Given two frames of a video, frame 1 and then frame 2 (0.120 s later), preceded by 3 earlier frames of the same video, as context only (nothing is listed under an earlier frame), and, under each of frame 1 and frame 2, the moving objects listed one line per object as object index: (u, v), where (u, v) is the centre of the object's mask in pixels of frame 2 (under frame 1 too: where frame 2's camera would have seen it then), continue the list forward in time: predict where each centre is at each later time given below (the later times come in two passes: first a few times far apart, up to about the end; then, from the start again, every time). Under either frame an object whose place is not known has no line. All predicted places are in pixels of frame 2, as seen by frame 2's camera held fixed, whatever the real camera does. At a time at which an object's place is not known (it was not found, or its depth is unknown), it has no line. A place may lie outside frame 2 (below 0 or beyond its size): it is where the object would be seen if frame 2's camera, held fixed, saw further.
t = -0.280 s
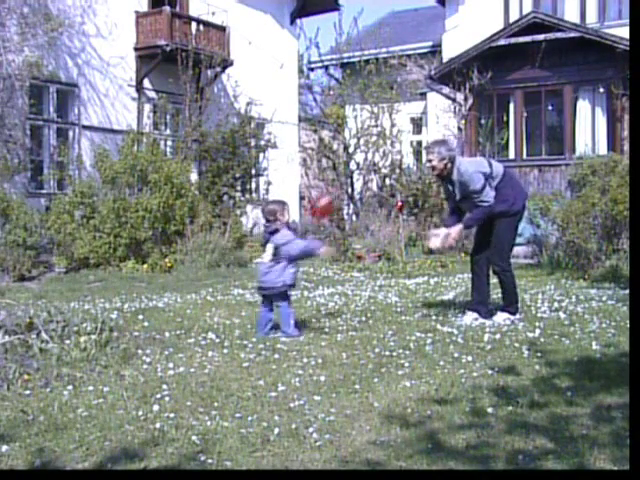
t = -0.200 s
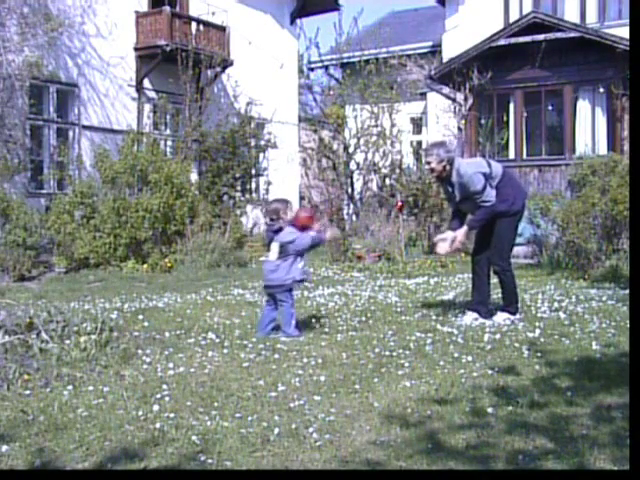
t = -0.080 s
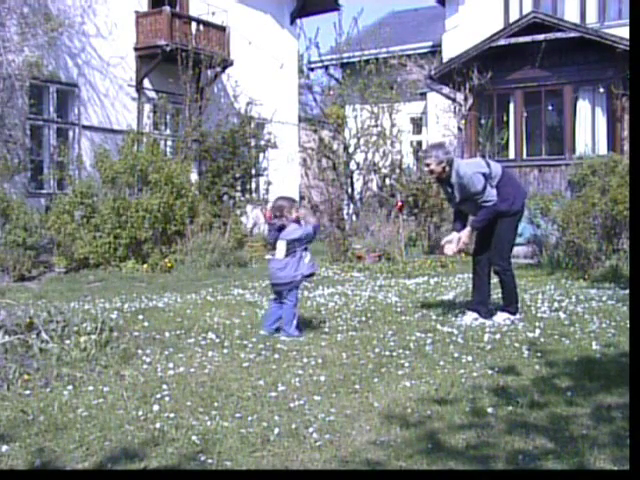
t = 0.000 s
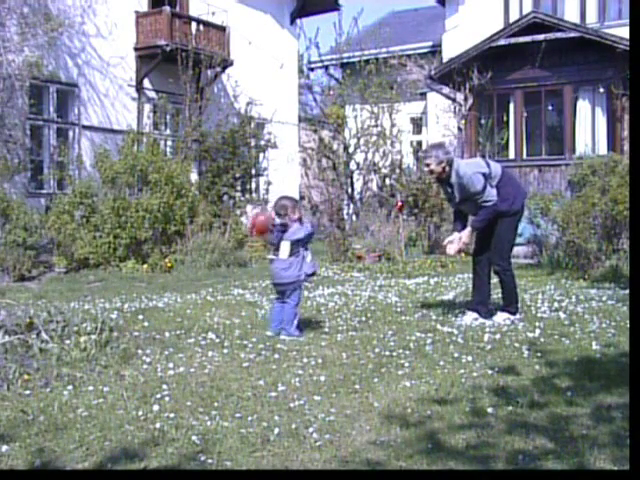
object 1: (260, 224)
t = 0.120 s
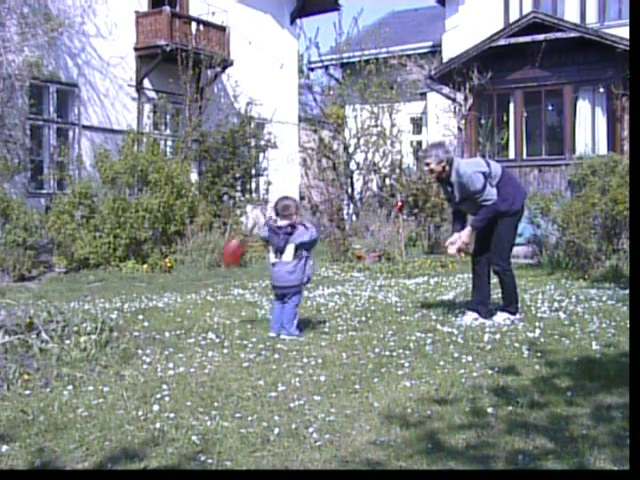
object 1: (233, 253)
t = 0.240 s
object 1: (210, 300)
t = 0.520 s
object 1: (166, 307)
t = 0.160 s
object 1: (223, 267)
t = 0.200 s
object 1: (217, 282)
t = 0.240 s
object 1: (210, 300)
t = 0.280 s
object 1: (202, 320)
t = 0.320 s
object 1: (195, 323)
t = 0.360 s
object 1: (189, 318)
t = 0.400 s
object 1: (184, 311)
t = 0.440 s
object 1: (177, 307)
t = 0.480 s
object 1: (172, 305)
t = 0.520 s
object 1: (166, 307)
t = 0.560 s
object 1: (161, 309)
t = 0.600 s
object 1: (157, 315)
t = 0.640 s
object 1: (153, 322)
